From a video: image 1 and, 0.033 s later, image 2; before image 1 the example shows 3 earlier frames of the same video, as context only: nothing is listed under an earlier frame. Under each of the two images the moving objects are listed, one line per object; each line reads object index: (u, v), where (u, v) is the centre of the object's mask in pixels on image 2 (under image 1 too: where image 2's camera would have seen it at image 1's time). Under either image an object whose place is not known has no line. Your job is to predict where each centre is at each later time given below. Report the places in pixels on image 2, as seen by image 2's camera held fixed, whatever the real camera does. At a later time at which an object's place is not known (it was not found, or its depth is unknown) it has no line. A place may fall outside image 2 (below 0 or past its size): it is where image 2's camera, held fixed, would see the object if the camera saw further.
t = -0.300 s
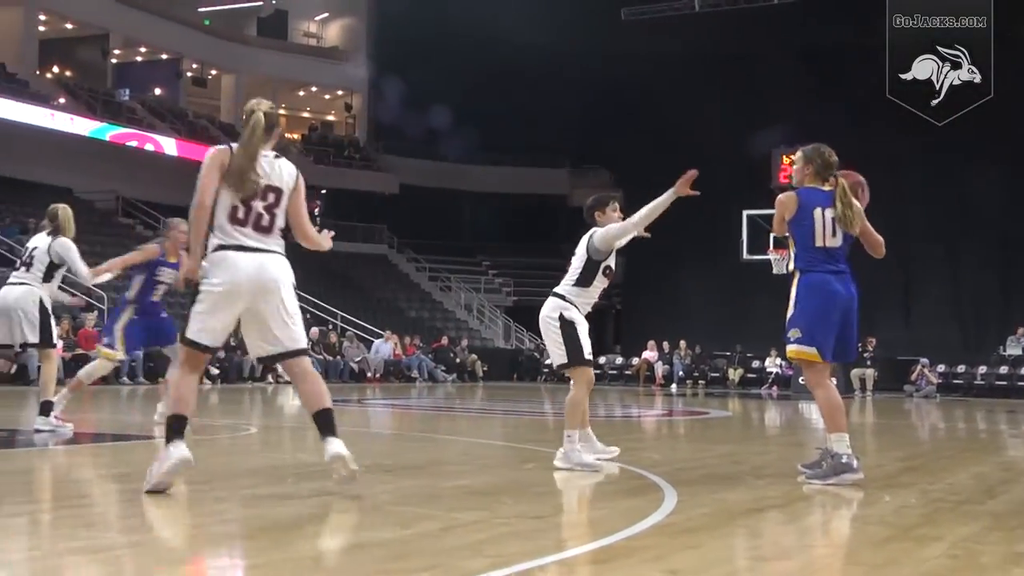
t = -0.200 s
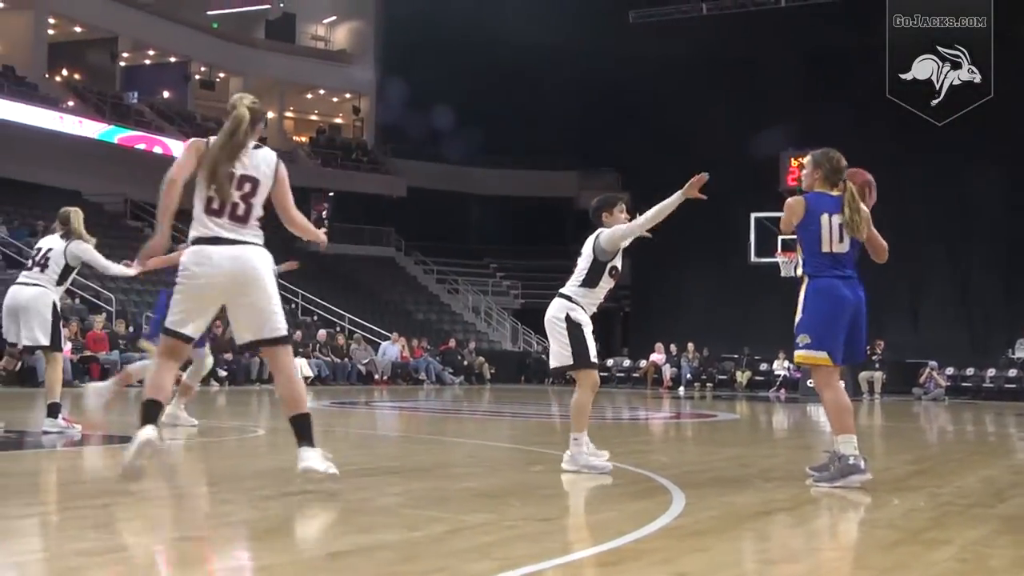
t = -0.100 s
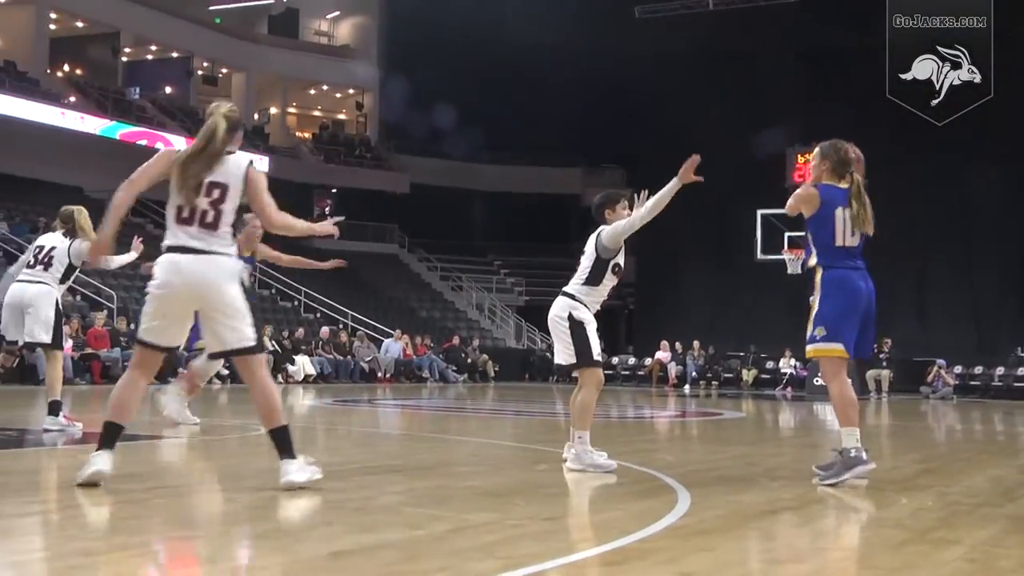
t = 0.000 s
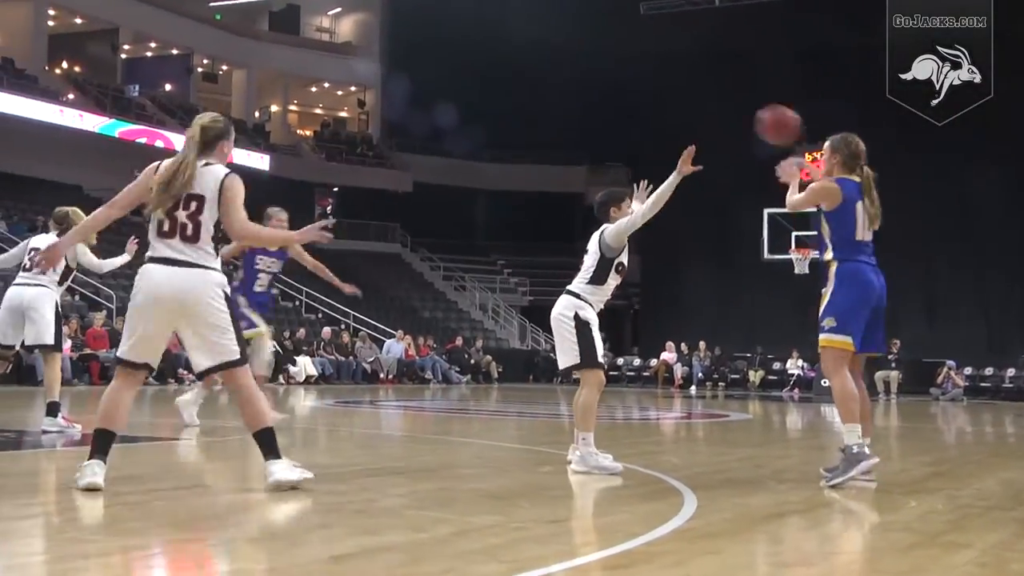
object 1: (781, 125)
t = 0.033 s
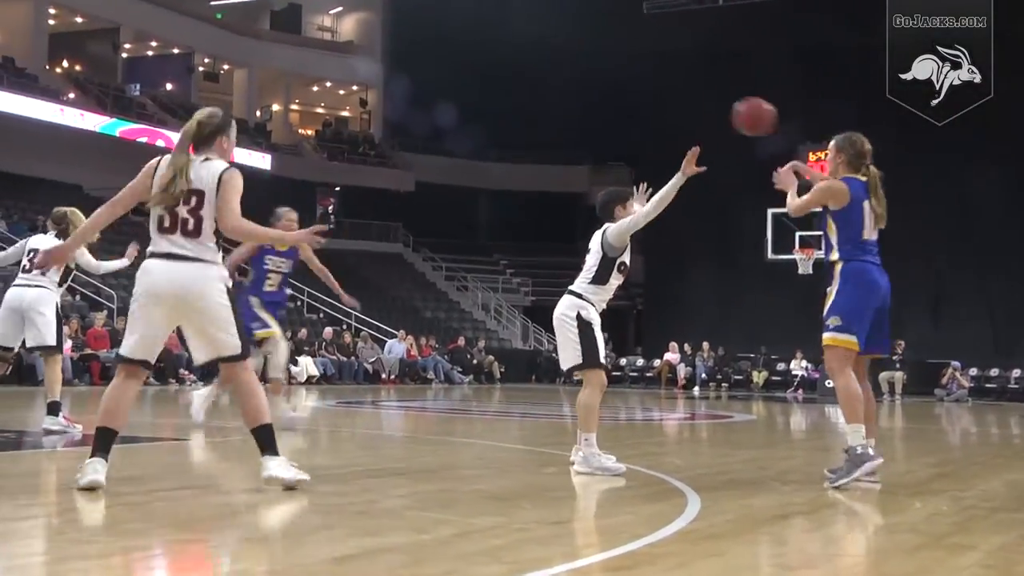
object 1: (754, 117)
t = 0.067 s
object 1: (727, 111)
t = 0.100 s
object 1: (702, 107)
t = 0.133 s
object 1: (678, 104)
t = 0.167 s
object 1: (657, 103)
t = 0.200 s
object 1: (636, 103)
